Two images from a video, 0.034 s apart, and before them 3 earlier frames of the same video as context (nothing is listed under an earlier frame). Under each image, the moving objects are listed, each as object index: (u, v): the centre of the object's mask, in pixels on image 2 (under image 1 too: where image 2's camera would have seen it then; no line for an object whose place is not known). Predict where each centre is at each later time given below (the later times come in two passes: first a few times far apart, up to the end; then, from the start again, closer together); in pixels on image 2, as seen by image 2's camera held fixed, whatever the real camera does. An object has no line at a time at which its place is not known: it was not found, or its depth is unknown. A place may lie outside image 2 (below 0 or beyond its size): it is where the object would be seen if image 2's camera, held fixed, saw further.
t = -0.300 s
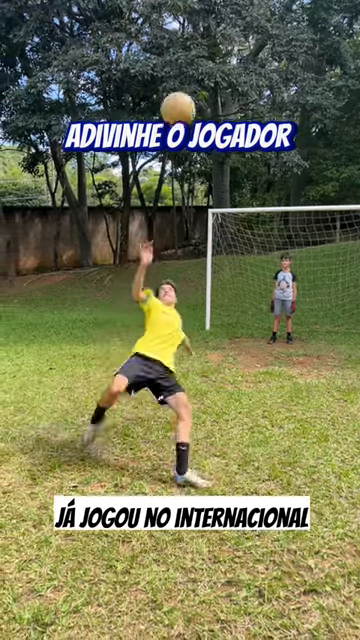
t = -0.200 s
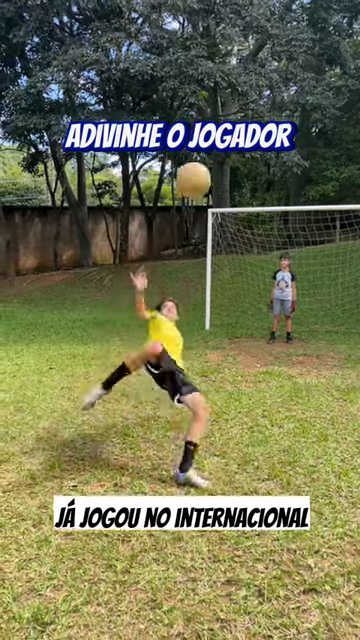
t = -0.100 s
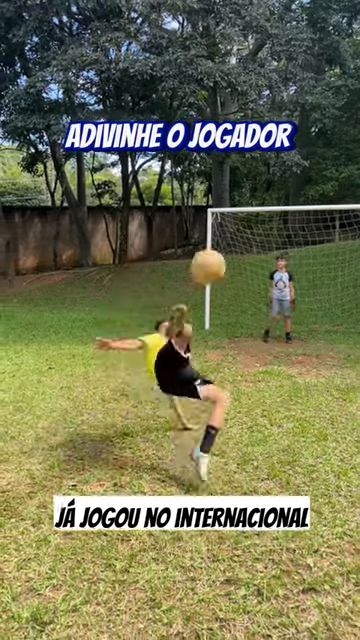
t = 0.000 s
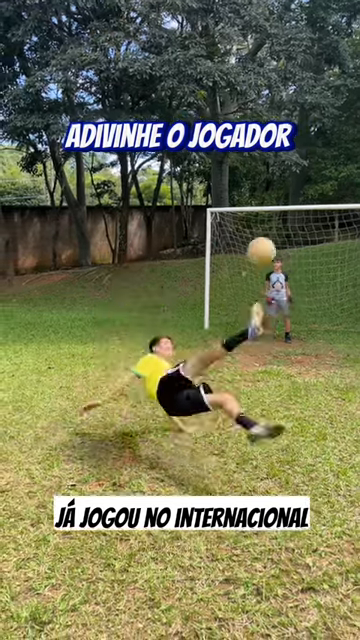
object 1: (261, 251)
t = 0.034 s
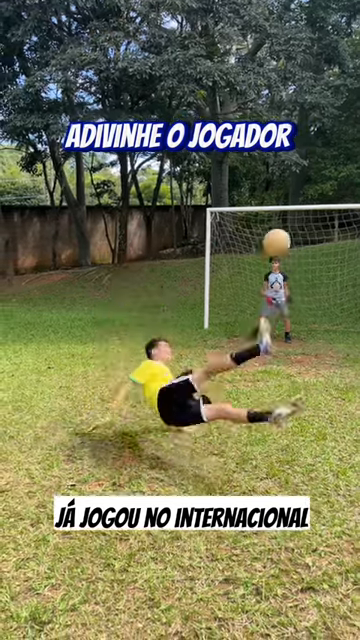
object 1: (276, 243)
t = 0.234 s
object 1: (331, 230)
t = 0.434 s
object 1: (355, 251)
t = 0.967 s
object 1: (358, 322)
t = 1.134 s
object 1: (345, 316)
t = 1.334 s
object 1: (328, 330)
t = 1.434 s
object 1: (322, 329)
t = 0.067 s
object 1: (289, 236)
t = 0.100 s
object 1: (300, 232)
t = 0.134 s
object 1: (310, 229)
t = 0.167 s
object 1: (318, 228)
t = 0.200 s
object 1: (325, 229)
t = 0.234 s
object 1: (331, 230)
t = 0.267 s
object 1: (337, 232)
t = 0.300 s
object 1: (342, 234)
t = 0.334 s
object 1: (346, 236)
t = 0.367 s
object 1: (349, 240)
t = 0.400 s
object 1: (353, 247)
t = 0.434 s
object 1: (355, 251)
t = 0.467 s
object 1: (358, 256)
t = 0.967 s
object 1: (358, 322)
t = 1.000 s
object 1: (355, 320)
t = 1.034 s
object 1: (352, 319)
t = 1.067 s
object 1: (350, 317)
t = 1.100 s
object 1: (347, 316)
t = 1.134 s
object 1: (345, 316)
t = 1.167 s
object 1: (343, 317)
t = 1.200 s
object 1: (340, 318)
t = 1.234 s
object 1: (338, 319)
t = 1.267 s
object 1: (335, 322)
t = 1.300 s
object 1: (332, 326)
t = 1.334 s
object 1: (328, 330)
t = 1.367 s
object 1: (326, 330)
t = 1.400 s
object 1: (324, 330)
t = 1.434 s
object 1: (322, 329)
